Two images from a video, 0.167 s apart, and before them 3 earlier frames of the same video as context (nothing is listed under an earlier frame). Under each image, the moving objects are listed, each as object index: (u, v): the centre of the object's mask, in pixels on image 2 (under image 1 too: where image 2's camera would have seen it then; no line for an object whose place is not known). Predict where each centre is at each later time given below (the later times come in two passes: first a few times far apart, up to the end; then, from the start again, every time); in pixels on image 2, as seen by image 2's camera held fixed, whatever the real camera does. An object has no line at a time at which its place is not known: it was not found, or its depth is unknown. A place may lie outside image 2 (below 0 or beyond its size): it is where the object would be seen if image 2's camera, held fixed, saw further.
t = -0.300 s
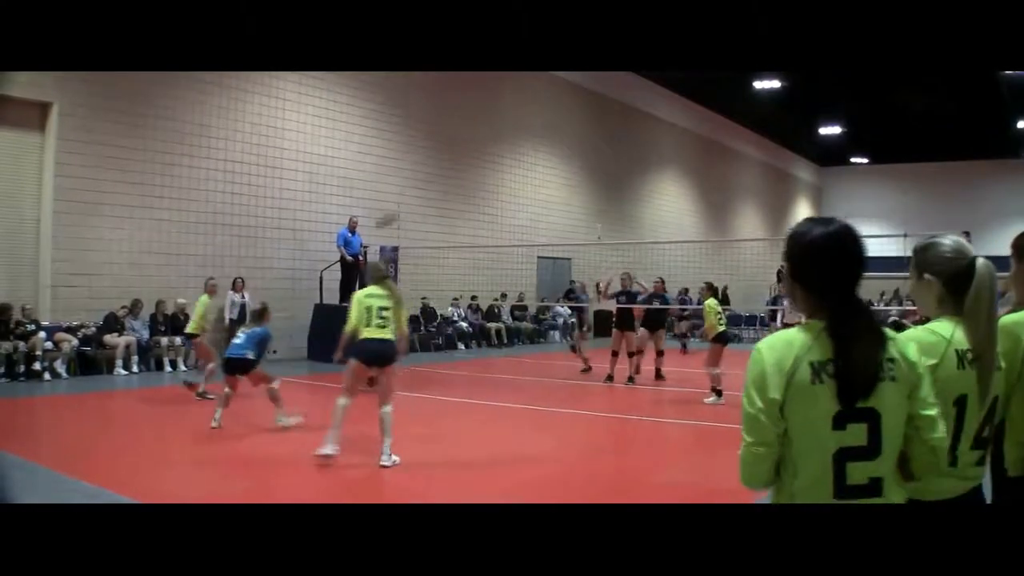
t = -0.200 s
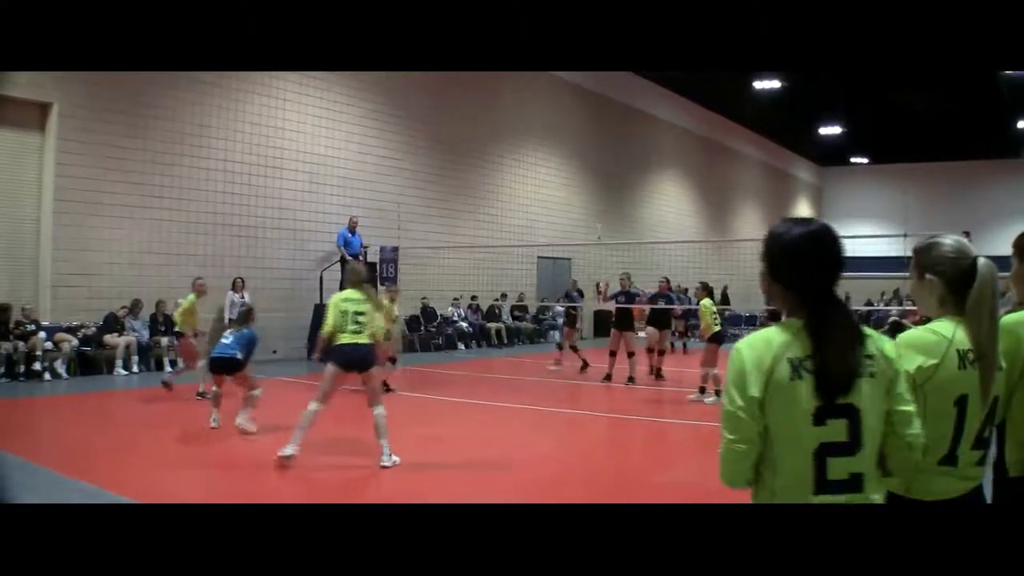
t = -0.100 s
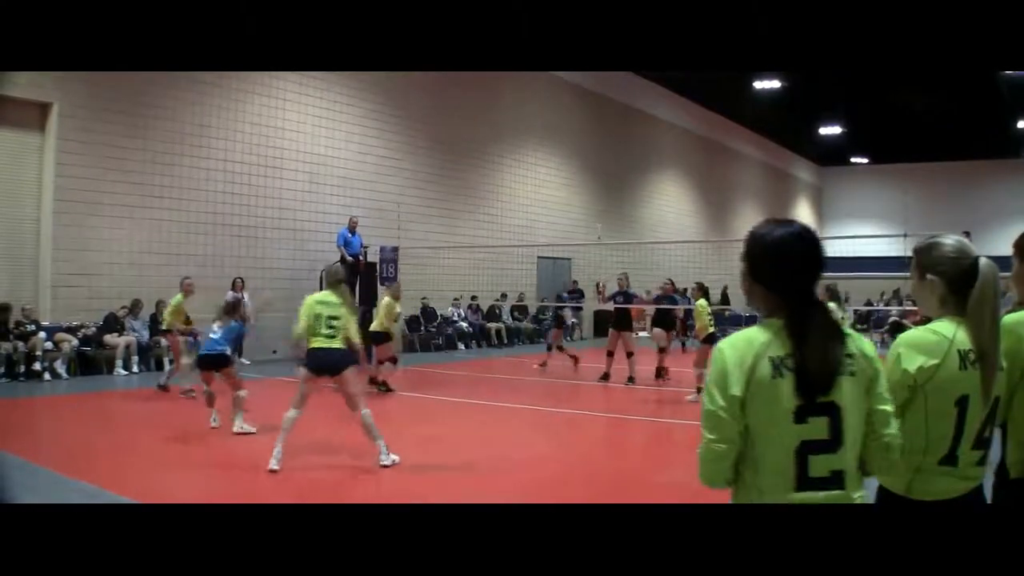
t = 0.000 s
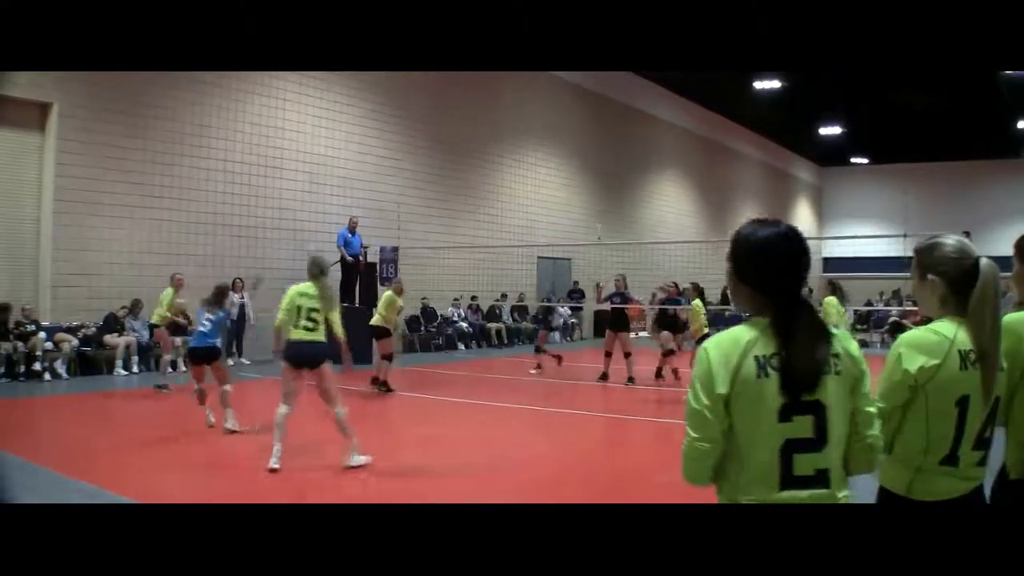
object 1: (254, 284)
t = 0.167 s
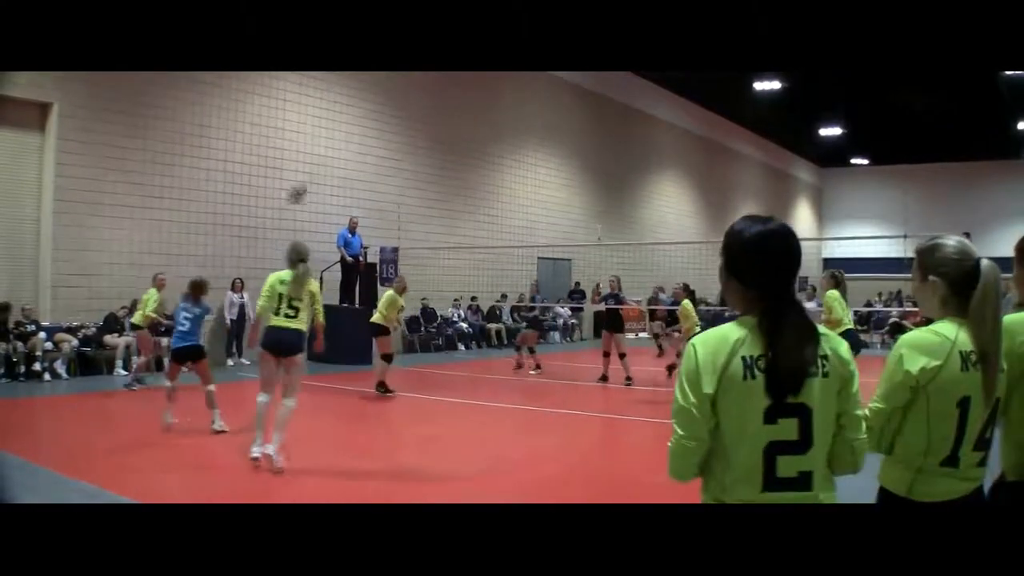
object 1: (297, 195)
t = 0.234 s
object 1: (314, 166)
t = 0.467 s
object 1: (370, 105)
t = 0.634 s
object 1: (407, 88)
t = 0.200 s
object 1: (307, 179)
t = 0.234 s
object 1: (314, 166)
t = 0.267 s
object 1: (324, 153)
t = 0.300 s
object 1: (332, 143)
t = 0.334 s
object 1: (340, 133)
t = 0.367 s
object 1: (349, 125)
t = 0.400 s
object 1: (356, 117)
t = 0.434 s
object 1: (362, 111)
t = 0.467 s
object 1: (370, 105)
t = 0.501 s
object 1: (381, 99)
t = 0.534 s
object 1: (385, 96)
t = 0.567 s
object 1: (393, 93)
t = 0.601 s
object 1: (401, 89)
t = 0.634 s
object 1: (407, 88)
